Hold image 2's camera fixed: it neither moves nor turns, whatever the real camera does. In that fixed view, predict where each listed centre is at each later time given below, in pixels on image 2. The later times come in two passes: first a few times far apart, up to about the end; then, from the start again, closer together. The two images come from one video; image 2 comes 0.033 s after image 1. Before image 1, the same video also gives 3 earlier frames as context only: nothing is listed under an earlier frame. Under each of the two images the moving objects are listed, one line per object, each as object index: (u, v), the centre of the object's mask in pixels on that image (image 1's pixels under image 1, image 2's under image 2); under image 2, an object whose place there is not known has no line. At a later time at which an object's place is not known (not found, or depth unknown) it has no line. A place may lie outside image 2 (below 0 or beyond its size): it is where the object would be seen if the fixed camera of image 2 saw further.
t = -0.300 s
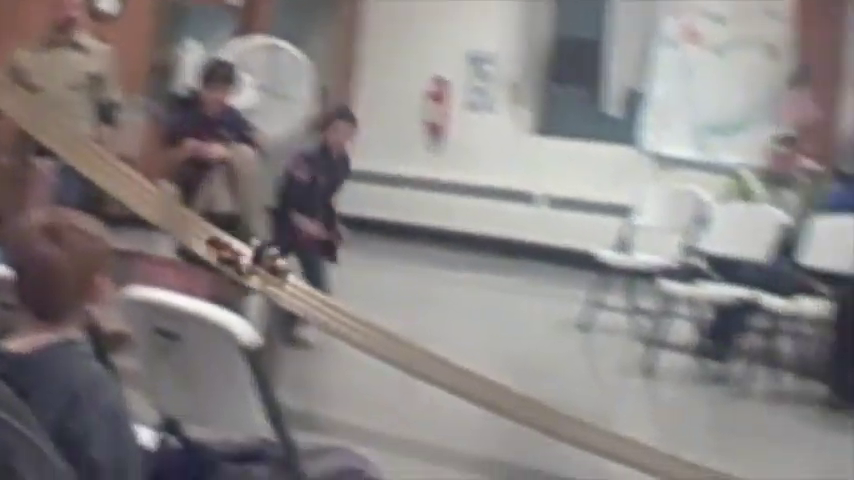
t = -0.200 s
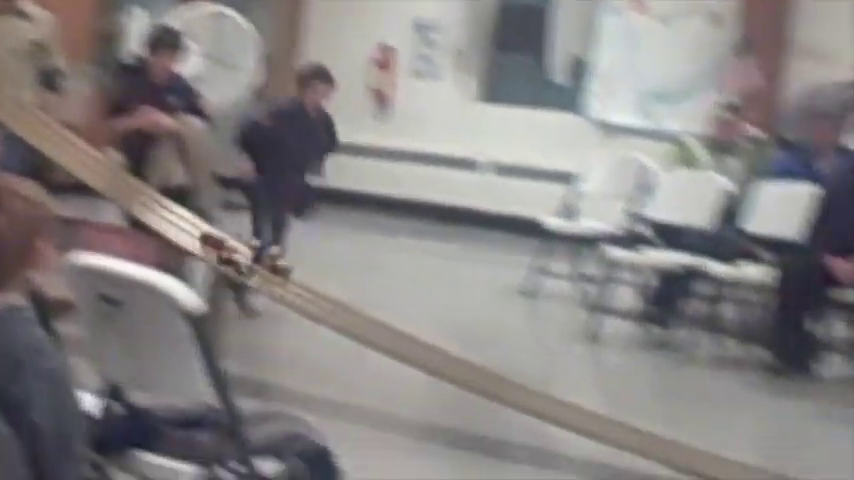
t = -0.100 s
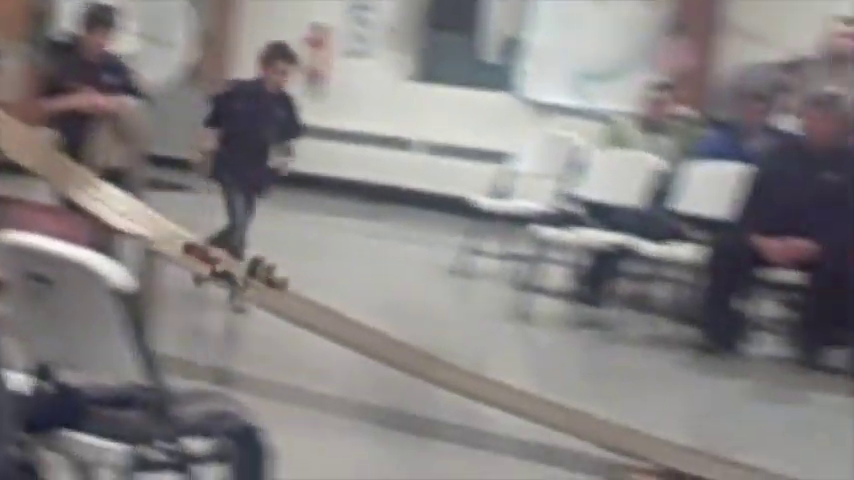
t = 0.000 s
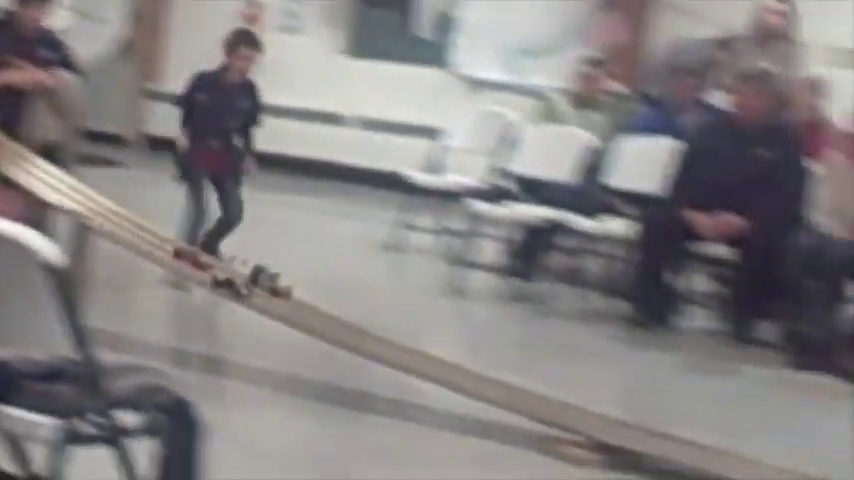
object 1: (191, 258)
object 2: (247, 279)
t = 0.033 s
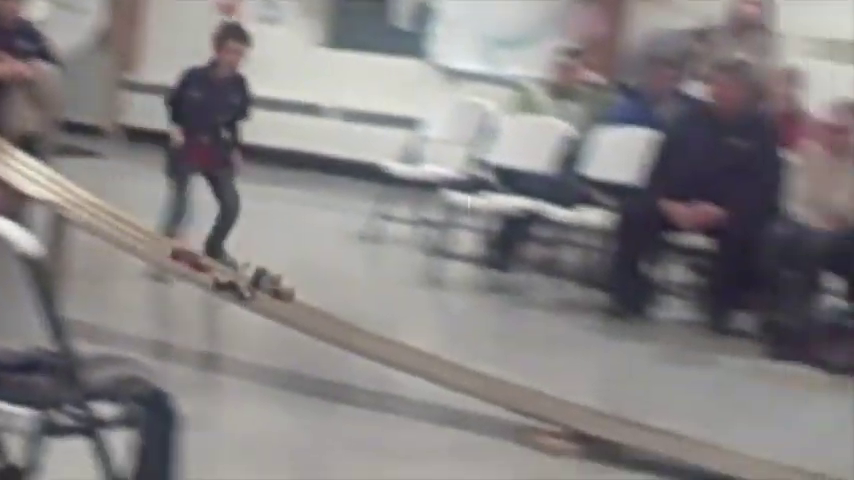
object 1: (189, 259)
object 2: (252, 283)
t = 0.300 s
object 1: (372, 336)
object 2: (482, 369)
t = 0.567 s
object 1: (588, 413)
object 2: (766, 457)
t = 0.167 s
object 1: (276, 299)
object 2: (361, 327)
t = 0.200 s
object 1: (299, 309)
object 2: (387, 337)
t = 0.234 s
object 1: (322, 318)
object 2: (417, 348)
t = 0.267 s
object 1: (346, 326)
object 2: (450, 359)
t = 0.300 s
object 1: (372, 336)
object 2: (482, 369)
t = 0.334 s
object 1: (398, 347)
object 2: (514, 381)
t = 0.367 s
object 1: (425, 356)
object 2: (548, 392)
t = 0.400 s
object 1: (449, 366)
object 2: (578, 403)
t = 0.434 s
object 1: (476, 376)
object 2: (617, 416)
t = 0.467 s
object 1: (503, 385)
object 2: (651, 425)
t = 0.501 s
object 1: (530, 394)
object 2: (689, 436)
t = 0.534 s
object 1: (558, 403)
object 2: (726, 446)
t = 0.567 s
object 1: (588, 413)
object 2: (766, 457)
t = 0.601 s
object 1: (619, 422)
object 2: (808, 469)
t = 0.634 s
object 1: (648, 431)
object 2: (849, 480)
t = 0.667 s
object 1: (680, 440)
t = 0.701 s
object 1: (710, 448)
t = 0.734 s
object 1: (742, 458)
